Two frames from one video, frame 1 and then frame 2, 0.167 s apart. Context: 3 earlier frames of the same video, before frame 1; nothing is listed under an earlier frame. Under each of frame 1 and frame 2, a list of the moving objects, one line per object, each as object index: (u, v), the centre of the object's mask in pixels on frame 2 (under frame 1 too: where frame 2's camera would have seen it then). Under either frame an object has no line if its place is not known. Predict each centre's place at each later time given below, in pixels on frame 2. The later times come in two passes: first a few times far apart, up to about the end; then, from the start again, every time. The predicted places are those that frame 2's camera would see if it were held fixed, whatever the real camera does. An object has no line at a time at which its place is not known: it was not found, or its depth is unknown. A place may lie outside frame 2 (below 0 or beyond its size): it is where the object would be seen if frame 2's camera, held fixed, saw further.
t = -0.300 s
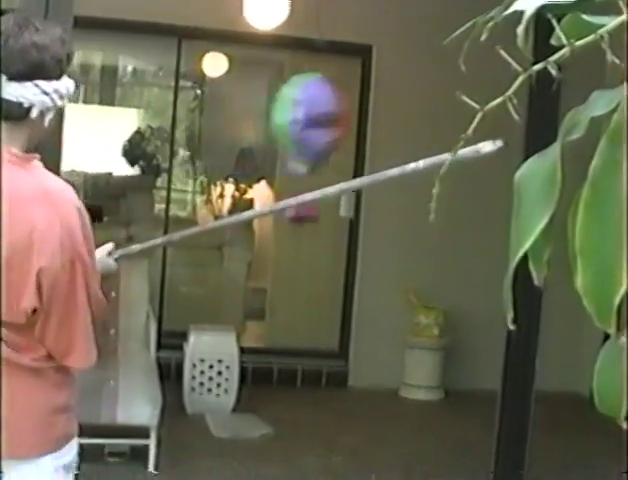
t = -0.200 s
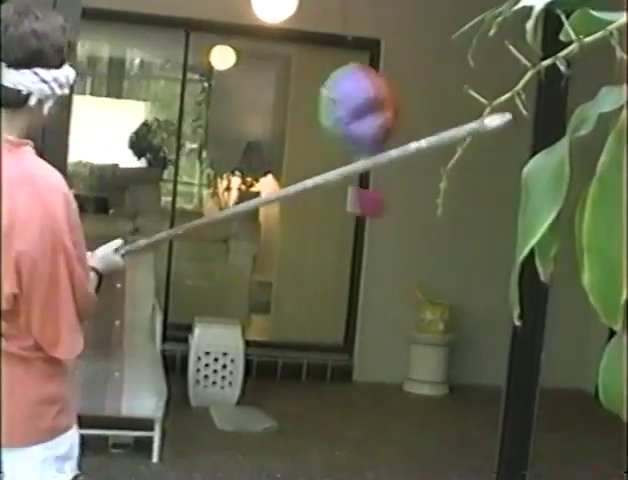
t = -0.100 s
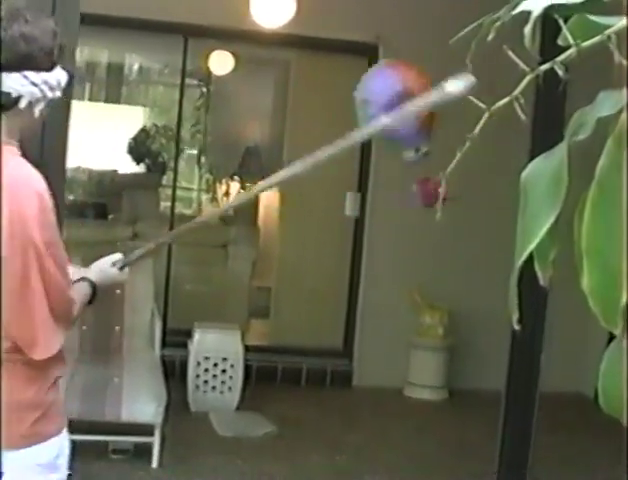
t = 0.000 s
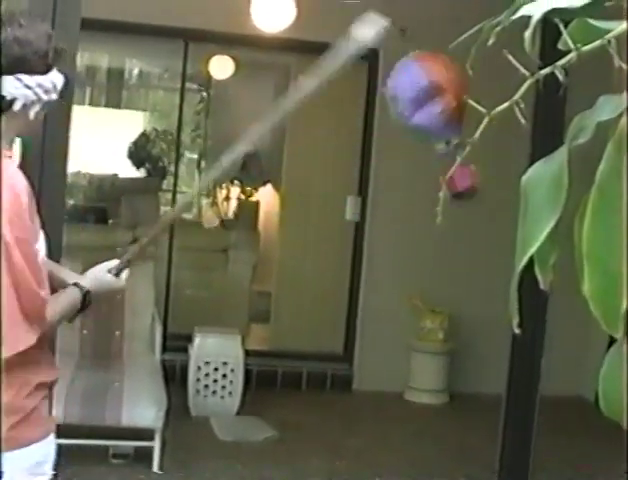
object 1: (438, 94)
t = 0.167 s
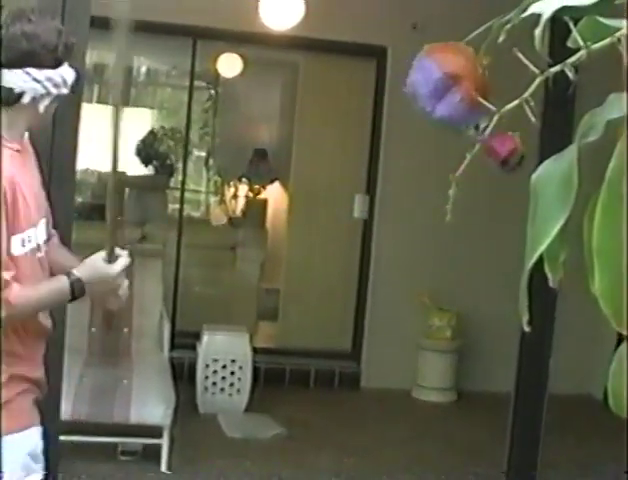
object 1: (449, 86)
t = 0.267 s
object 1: (443, 90)
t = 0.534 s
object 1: (361, 120)
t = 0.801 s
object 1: (247, 107)
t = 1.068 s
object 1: (188, 72)
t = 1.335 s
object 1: (207, 89)
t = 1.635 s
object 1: (317, 124)
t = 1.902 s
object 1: (417, 104)
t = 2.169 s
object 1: (440, 92)
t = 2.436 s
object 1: (379, 114)
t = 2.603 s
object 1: (308, 120)
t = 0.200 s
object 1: (448, 86)
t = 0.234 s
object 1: (446, 87)
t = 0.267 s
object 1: (443, 90)
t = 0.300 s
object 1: (438, 92)
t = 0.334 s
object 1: (432, 96)
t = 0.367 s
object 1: (425, 100)
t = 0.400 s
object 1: (414, 103)
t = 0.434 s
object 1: (402, 108)
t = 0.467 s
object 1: (390, 113)
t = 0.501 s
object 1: (376, 116)
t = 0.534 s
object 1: (361, 120)
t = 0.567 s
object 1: (347, 120)
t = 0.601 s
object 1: (332, 121)
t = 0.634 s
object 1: (317, 122)
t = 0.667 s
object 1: (301, 121)
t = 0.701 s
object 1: (287, 119)
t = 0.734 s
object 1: (272, 115)
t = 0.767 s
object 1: (259, 110)
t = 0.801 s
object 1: (247, 107)
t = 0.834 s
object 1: (236, 102)
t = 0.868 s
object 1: (226, 98)
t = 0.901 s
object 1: (216, 92)
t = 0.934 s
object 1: (208, 86)
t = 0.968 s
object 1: (201, 81)
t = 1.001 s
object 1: (194, 78)
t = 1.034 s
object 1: (190, 75)
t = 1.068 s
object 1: (188, 72)
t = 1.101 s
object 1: (187, 71)
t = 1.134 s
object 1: (187, 71)
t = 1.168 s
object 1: (189, 72)
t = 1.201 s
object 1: (191, 74)
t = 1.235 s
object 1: (195, 75)
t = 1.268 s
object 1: (197, 77)
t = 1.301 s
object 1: (201, 82)
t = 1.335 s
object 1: (207, 89)
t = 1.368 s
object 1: (217, 94)
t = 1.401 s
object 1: (226, 98)
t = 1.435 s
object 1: (238, 104)
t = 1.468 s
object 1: (246, 118)
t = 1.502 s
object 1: (259, 116)
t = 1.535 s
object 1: (272, 119)
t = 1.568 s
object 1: (287, 123)
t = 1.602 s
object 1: (302, 124)
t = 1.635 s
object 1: (317, 124)
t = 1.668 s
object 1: (333, 124)
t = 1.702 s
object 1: (347, 122)
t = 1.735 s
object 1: (360, 121)
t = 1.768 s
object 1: (373, 119)
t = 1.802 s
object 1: (385, 116)
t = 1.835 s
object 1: (398, 112)
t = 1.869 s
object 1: (408, 108)
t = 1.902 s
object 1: (417, 104)
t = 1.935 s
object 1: (424, 101)
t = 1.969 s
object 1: (431, 98)
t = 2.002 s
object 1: (438, 95)
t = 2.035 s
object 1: (442, 94)
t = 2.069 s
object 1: (443, 93)
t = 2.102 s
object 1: (443, 91)
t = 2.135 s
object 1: (442, 91)
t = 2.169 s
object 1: (440, 92)
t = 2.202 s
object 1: (436, 93)
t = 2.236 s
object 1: (431, 95)
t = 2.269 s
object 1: (426, 98)
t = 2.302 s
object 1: (420, 101)
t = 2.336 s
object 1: (412, 104)
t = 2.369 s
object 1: (401, 107)
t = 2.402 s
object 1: (390, 111)
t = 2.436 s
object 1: (379, 114)
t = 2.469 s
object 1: (366, 118)
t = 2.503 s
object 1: (352, 118)
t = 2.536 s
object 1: (337, 120)
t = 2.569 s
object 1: (323, 121)
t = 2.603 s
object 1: (308, 120)
